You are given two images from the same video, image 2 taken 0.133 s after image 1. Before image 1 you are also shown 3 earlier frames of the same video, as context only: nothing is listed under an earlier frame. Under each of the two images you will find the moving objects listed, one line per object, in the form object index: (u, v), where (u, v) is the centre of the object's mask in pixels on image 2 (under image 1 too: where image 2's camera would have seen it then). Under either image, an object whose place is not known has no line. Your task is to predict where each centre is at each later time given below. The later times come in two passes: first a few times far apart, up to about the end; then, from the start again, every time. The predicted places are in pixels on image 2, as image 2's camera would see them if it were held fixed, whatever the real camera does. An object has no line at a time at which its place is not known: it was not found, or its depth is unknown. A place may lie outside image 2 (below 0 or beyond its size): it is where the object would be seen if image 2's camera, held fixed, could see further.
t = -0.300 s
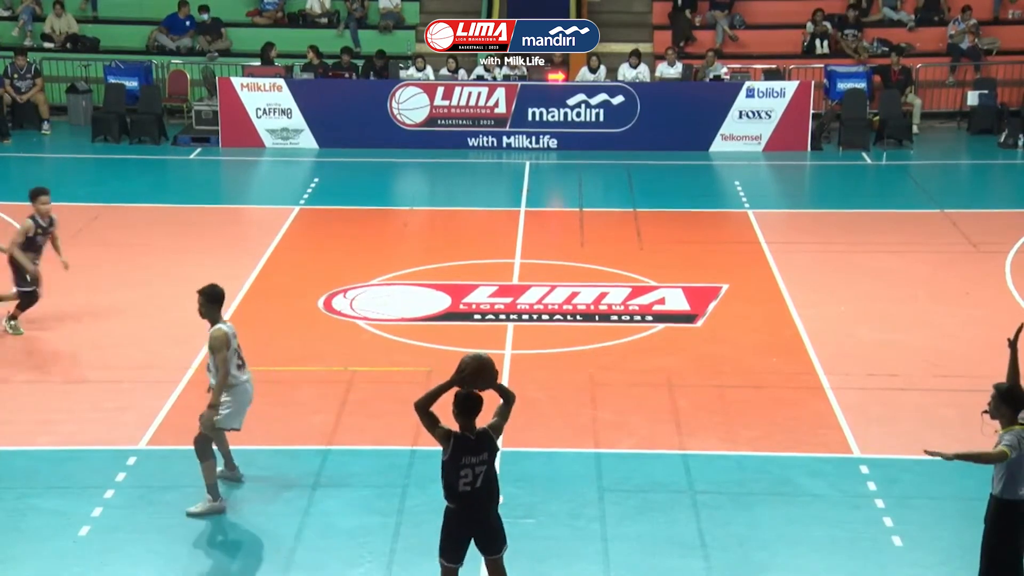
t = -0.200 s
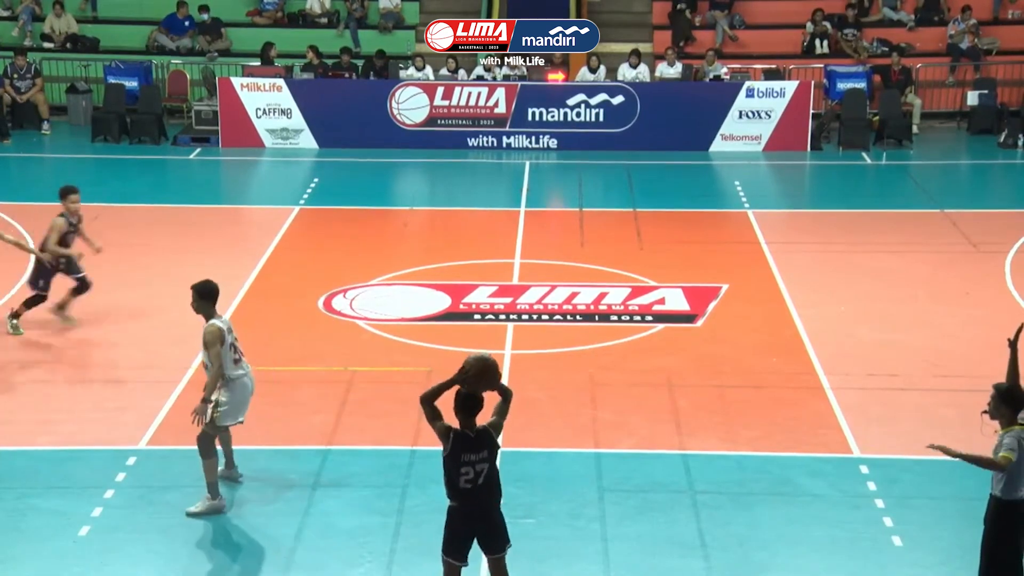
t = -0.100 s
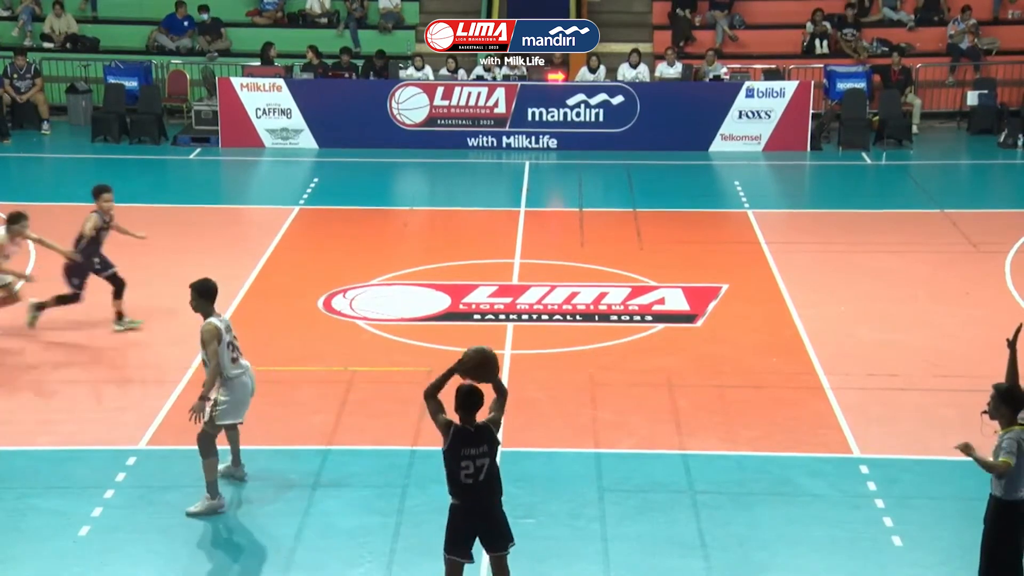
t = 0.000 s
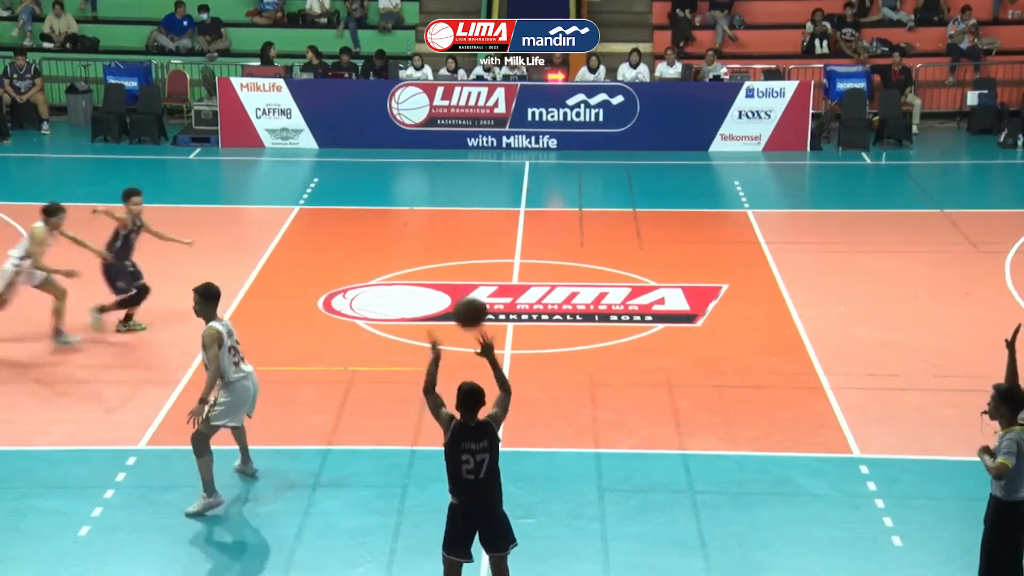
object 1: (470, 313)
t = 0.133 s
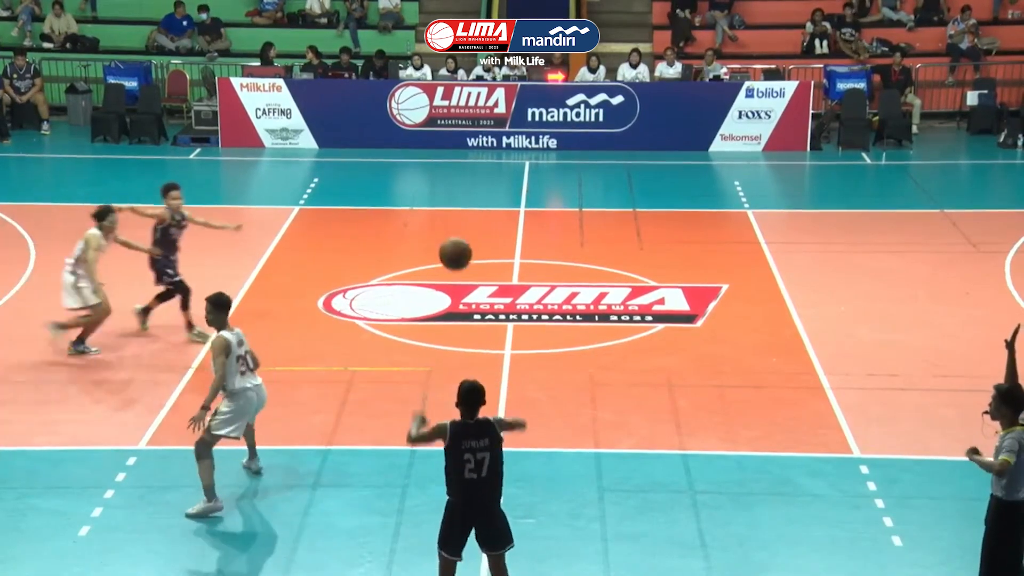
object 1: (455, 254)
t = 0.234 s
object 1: (447, 234)
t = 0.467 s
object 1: (430, 237)
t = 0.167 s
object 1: (453, 248)
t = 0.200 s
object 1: (450, 240)
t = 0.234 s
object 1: (447, 234)
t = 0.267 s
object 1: (445, 232)
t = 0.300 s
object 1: (442, 229)
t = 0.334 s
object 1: (438, 228)
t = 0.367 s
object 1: (437, 229)
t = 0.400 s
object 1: (434, 231)
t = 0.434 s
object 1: (431, 234)
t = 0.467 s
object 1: (430, 237)
